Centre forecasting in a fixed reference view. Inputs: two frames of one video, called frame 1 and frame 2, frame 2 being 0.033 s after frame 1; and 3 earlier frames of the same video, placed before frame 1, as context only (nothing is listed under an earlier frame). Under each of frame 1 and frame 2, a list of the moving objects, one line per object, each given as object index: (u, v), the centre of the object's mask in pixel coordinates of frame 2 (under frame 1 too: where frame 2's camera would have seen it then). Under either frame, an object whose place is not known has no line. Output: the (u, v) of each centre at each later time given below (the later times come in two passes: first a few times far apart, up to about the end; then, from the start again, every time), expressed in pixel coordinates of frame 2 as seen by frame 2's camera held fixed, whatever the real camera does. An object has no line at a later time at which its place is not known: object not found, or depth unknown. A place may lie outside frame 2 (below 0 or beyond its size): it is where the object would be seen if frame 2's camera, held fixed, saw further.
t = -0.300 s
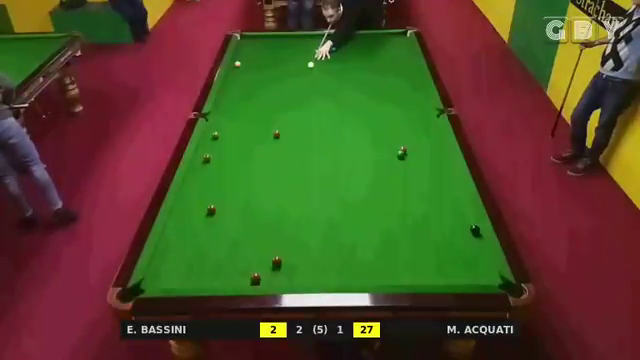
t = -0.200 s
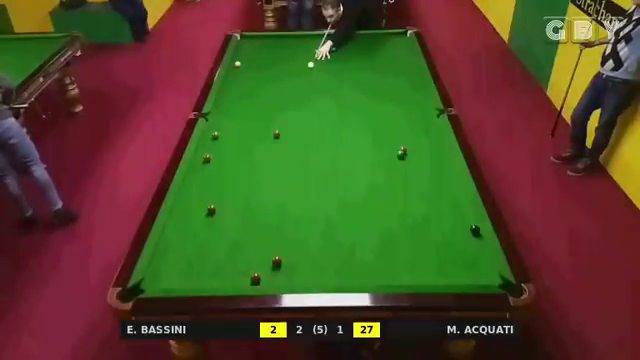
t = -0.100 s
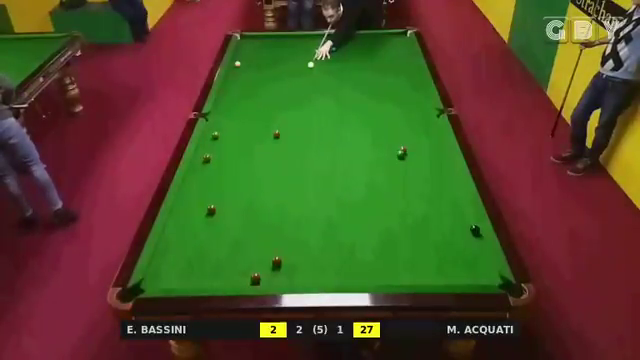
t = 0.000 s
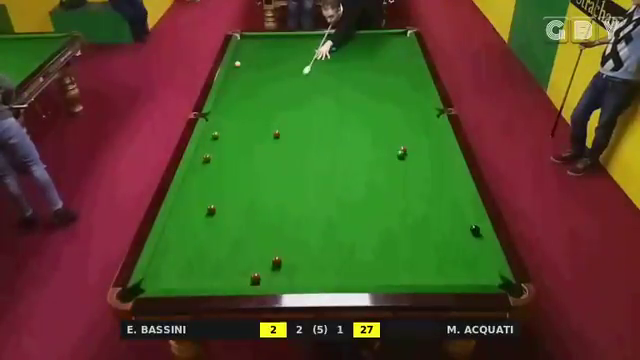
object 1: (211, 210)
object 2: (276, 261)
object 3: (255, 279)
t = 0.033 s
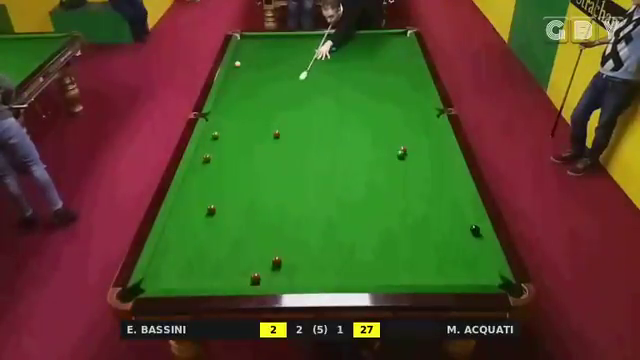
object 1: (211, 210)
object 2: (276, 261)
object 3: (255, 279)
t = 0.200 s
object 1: (211, 210)
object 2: (276, 261)
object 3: (255, 279)
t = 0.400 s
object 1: (211, 210)
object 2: (276, 261)
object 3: (255, 279)
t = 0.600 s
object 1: (211, 210)
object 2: (276, 261)
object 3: (255, 279)
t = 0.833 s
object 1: (162, 249)
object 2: (276, 261)
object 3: (255, 279)
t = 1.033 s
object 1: (184, 276)
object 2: (276, 261)
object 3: (255, 279)
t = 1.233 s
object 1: (214, 273)
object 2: (276, 261)
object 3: (257, 280)
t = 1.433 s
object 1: (247, 254)
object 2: (277, 261)
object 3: (268, 268)
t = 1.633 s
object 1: (276, 237)
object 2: (288, 253)
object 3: (265, 260)
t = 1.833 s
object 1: (303, 222)
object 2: (297, 247)
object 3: (262, 253)
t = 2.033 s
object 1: (328, 209)
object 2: (306, 242)
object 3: (260, 247)
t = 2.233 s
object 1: (351, 196)
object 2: (313, 238)
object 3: (258, 240)
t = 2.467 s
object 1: (374, 183)
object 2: (322, 233)
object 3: (257, 234)
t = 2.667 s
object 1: (393, 173)
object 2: (327, 229)
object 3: (255, 230)
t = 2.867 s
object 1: (411, 164)
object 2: (333, 226)
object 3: (254, 226)
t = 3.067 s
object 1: (428, 155)
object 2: (338, 223)
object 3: (252, 223)
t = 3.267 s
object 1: (444, 147)
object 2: (342, 221)
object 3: (251, 220)
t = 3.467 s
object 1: (433, 141)
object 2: (346, 219)
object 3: (250, 218)
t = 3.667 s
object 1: (420, 135)
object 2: (348, 218)
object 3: (250, 216)
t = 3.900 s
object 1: (407, 129)
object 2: (351, 216)
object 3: (249, 214)
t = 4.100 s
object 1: (396, 125)
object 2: (353, 215)
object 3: (249, 214)
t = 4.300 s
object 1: (386, 121)
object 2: (354, 215)
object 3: (248, 214)
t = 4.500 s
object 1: (377, 116)
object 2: (354, 215)
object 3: (248, 213)
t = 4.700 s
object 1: (369, 112)
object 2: (354, 215)
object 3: (248, 213)
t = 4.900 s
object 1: (361, 109)
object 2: (354, 215)
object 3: (248, 213)
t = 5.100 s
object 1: (354, 105)
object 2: (354, 215)
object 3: (248, 213)
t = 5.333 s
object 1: (346, 102)
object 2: (354, 215)
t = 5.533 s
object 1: (341, 99)
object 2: (354, 215)
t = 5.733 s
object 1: (335, 96)
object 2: (354, 215)
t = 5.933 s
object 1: (329, 94)
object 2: (354, 215)
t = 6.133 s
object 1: (325, 92)
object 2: (354, 215)
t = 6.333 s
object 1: (320, 90)
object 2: (354, 215)
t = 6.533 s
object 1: (315, 88)
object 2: (354, 215)
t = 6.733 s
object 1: (312, 87)
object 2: (354, 215)
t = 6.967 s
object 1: (308, 85)
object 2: (354, 215)
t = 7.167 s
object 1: (305, 84)
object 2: (354, 215)
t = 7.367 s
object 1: (302, 83)
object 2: (354, 215)
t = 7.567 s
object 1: (300, 82)
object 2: (354, 215)
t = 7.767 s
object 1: (297, 81)
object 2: (354, 215)
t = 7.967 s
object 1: (296, 80)
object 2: (354, 215)
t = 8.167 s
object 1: (294, 80)
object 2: (354, 215)
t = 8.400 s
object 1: (293, 80)
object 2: (354, 215)
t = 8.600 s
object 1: (291, 79)
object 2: (354, 215)
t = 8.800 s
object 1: (291, 79)
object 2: (354, 215)
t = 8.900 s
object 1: (291, 79)
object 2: (354, 215)
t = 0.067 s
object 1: (211, 210)
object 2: (276, 261)
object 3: (255, 279)
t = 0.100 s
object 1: (211, 210)
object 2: (276, 261)
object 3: (255, 279)
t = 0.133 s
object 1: (211, 210)
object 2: (276, 261)
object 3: (255, 279)
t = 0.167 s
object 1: (211, 210)
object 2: (276, 261)
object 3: (255, 279)
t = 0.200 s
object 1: (211, 210)
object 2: (276, 261)
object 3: (255, 279)
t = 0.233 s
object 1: (211, 210)
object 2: (276, 261)
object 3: (255, 279)
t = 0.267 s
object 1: (211, 210)
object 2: (276, 261)
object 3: (255, 279)
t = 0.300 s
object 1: (211, 210)
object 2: (276, 261)
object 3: (255, 279)
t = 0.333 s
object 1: (211, 210)
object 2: (276, 261)
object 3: (255, 279)
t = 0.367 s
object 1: (211, 210)
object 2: (276, 261)
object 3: (255, 279)
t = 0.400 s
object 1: (211, 210)
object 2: (276, 261)
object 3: (255, 279)
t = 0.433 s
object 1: (211, 210)
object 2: (276, 261)
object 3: (255, 279)
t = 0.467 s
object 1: (211, 210)
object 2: (276, 261)
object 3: (255, 279)
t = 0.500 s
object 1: (211, 210)
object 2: (276, 261)
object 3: (255, 279)
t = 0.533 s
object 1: (211, 210)
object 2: (276, 261)
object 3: (255, 279)
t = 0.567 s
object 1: (211, 210)
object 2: (276, 261)
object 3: (255, 279)
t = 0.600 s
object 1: (211, 210)
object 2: (276, 261)
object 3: (255, 279)
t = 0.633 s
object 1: (211, 210)
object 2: (276, 261)
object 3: (255, 279)
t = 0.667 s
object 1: (208, 212)
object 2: (276, 261)
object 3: (255, 279)
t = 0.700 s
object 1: (197, 220)
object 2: (276, 261)
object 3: (255, 279)
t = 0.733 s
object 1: (187, 227)
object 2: (276, 261)
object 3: (255, 279)
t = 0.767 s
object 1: (177, 235)
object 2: (276, 261)
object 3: (255, 279)
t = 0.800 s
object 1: (166, 243)
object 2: (276, 261)
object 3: (255, 279)
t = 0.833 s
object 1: (162, 249)
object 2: (276, 261)
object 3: (255, 279)
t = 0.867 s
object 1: (166, 253)
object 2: (276, 261)
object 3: (255, 279)
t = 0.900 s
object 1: (170, 258)
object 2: (276, 261)
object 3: (255, 279)
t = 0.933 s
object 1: (174, 263)
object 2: (276, 261)
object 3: (255, 279)
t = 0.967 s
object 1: (177, 267)
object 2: (276, 261)
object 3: (255, 279)
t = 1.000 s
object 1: (180, 271)
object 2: (276, 261)
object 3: (255, 279)
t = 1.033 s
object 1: (184, 276)
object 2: (276, 261)
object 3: (255, 279)
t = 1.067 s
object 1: (187, 280)
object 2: (276, 261)
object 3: (255, 279)
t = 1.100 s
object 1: (191, 282)
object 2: (276, 261)
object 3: (255, 279)
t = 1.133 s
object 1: (196, 282)
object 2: (276, 261)
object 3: (255, 279)
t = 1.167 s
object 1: (203, 279)
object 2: (276, 261)
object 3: (255, 279)
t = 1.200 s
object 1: (209, 276)
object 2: (276, 261)
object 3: (255, 279)
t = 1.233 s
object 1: (214, 273)
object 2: (276, 261)
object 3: (257, 280)
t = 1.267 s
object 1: (220, 269)
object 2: (276, 261)
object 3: (259, 280)
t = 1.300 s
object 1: (225, 266)
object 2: (276, 261)
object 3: (262, 279)
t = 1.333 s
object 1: (231, 263)
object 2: (276, 261)
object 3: (263, 277)
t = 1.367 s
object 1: (236, 260)
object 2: (276, 261)
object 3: (265, 274)
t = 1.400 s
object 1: (242, 257)
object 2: (276, 261)
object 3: (267, 271)
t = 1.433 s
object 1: (247, 254)
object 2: (277, 261)
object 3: (268, 268)
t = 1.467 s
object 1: (252, 251)
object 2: (279, 259)
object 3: (267, 267)
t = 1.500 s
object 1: (257, 248)
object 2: (281, 258)
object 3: (267, 265)
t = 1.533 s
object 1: (262, 245)
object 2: (282, 257)
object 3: (266, 264)
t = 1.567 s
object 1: (267, 243)
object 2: (284, 256)
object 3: (266, 263)
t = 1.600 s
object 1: (272, 240)
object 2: (286, 254)
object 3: (265, 261)
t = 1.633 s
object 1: (276, 237)
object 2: (288, 253)
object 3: (265, 260)
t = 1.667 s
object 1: (281, 234)
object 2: (289, 252)
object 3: (264, 259)
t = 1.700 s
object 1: (286, 232)
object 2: (291, 251)
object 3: (264, 258)
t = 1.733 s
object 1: (290, 230)
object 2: (292, 250)
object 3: (264, 256)
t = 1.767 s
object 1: (295, 228)
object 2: (294, 249)
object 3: (263, 255)
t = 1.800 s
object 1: (299, 225)
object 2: (296, 248)
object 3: (263, 254)
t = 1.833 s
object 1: (303, 222)
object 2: (297, 247)
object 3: (262, 253)
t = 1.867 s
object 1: (308, 219)
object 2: (299, 246)
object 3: (262, 252)
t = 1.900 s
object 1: (312, 217)
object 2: (300, 245)
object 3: (261, 251)
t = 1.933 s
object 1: (316, 215)
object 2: (301, 245)
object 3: (261, 250)
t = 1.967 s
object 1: (320, 213)
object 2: (303, 244)
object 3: (261, 248)
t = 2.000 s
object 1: (324, 211)
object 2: (304, 243)
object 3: (260, 247)
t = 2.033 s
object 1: (328, 209)
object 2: (306, 242)
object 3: (260, 247)
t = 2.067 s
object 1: (332, 206)
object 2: (307, 241)
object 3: (260, 245)
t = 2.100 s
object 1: (336, 204)
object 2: (308, 241)
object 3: (259, 244)
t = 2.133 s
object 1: (339, 202)
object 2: (309, 240)
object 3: (259, 243)
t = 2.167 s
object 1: (343, 200)
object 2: (311, 239)
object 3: (259, 242)
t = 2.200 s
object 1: (347, 198)
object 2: (312, 238)
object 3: (258, 241)
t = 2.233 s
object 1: (351, 196)
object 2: (313, 238)
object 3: (258, 240)
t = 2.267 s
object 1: (354, 194)
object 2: (315, 236)
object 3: (258, 239)
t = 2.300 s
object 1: (357, 192)
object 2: (316, 236)
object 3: (258, 238)
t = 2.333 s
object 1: (361, 190)
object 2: (317, 235)
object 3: (257, 238)
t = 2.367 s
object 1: (364, 189)
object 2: (318, 235)
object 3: (257, 237)
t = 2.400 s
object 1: (368, 186)
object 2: (319, 234)
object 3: (257, 236)
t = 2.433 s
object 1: (371, 185)
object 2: (320, 233)
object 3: (257, 235)
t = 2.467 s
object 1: (374, 183)
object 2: (322, 233)
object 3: (257, 234)
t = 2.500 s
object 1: (378, 181)
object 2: (323, 232)
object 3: (256, 233)
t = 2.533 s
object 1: (381, 180)
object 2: (324, 232)
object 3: (256, 233)
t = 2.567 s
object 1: (384, 178)
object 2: (325, 231)
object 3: (256, 232)
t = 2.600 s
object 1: (387, 176)
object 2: (326, 230)
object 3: (256, 231)
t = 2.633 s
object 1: (391, 175)
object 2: (326, 229)
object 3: (255, 231)
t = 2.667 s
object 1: (393, 173)
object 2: (327, 229)
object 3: (255, 230)
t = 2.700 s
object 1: (396, 171)
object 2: (328, 229)
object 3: (254, 229)
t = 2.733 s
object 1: (400, 170)
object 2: (329, 228)
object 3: (254, 228)
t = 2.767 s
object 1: (403, 168)
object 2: (330, 227)
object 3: (254, 228)
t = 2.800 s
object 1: (406, 167)
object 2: (331, 227)
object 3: (254, 227)
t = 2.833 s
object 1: (409, 165)
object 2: (332, 227)
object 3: (254, 226)
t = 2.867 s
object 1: (411, 164)
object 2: (333, 226)
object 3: (254, 226)
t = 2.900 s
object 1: (414, 163)
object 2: (334, 225)
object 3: (254, 225)
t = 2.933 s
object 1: (418, 160)
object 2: (334, 225)
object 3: (253, 224)
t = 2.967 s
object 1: (420, 159)
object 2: (335, 225)
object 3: (253, 224)
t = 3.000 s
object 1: (422, 158)
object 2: (336, 224)
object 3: (253, 223)
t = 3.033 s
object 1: (426, 156)
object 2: (337, 224)
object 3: (252, 223)
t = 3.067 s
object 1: (428, 155)
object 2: (338, 223)
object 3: (252, 223)
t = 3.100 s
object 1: (431, 153)
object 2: (339, 223)
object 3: (252, 222)
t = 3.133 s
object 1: (434, 152)
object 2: (339, 222)
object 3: (252, 222)
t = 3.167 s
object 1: (436, 151)
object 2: (340, 222)
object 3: (252, 221)
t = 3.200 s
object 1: (439, 149)
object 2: (341, 222)
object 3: (252, 220)
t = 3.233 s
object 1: (442, 148)
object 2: (341, 221)
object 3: (252, 220)
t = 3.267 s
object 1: (444, 147)
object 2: (342, 221)
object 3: (251, 220)
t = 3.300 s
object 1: (444, 146)
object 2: (343, 221)
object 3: (251, 219)
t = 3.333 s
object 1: (441, 144)
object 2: (343, 220)
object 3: (251, 219)
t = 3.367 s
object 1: (439, 144)
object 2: (344, 220)
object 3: (251, 218)
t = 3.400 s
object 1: (437, 142)
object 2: (345, 220)
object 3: (251, 218)
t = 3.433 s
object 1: (435, 142)
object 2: (345, 220)
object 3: (250, 218)
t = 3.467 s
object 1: (433, 141)
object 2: (346, 219)
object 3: (250, 218)
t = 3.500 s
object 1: (430, 139)
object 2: (346, 219)
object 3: (250, 217)
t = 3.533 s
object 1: (429, 139)
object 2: (347, 219)
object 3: (250, 217)
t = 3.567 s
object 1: (426, 138)
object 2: (347, 218)
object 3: (250, 217)
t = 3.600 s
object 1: (424, 137)
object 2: (348, 218)
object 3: (250, 216)
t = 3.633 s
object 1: (422, 136)
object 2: (348, 218)
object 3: (250, 216)
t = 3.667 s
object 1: (420, 135)
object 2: (348, 218)
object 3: (250, 216)
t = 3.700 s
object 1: (418, 134)
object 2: (349, 217)
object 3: (249, 216)
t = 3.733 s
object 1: (416, 134)
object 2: (349, 217)
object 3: (249, 215)
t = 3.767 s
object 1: (414, 133)
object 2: (350, 217)
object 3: (249, 215)
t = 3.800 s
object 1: (413, 132)
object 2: (350, 217)
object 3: (249, 215)
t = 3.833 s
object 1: (411, 131)
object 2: (350, 217)
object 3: (249, 215)
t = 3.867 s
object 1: (409, 131)
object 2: (351, 216)
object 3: (249, 214)
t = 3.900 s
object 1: (407, 129)
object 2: (351, 216)
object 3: (249, 214)
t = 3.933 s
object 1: (405, 129)
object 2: (352, 216)
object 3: (249, 214)
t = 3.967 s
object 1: (403, 128)
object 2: (352, 216)
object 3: (249, 214)
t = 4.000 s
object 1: (401, 127)
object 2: (352, 216)
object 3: (249, 214)
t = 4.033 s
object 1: (400, 127)
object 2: (352, 216)
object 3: (249, 214)
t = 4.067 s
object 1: (398, 126)
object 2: (353, 216)
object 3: (249, 214)
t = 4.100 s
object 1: (396, 125)
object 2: (353, 215)
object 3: (249, 214)
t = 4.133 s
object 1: (394, 124)
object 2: (353, 215)
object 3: (249, 213)
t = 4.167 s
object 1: (392, 123)
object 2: (353, 215)
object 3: (248, 213)
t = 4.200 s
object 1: (391, 123)
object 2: (354, 215)
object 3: (249, 214)
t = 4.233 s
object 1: (390, 122)
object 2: (354, 215)
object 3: (248, 213)
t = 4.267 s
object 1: (388, 121)
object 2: (354, 215)
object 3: (248, 214)
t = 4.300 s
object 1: (386, 121)
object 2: (354, 215)
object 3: (248, 214)
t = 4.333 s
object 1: (385, 120)
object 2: (354, 215)
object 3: (248, 213)
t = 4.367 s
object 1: (383, 119)
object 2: (354, 215)
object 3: (248, 213)
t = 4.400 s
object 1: (382, 118)
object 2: (354, 215)
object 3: (248, 213)
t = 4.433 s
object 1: (380, 118)
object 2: (354, 215)
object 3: (248, 213)
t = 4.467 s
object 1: (379, 117)
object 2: (354, 215)
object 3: (248, 213)
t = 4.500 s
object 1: (377, 116)
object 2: (354, 215)
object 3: (248, 213)
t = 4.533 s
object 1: (376, 115)
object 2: (354, 215)
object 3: (248, 213)
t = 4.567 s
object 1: (374, 115)
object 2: (354, 215)
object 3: (248, 213)
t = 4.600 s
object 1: (373, 114)
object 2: (354, 215)
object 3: (248, 213)
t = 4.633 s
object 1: (372, 114)
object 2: (354, 215)
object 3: (248, 213)
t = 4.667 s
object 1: (370, 113)
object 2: (354, 215)
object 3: (248, 213)
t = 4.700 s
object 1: (369, 112)
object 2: (354, 215)
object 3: (248, 213)
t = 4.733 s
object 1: (367, 111)
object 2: (354, 215)
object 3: (248, 213)
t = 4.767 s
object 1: (366, 111)
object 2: (354, 215)
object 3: (248, 213)
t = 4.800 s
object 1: (365, 110)
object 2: (354, 215)
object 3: (248, 213)
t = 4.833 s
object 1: (364, 110)
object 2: (354, 215)
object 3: (248, 213)
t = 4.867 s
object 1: (362, 109)
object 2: (354, 215)
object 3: (248, 213)
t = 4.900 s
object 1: (361, 109)
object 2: (354, 215)
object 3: (248, 213)
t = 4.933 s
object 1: (360, 108)
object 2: (354, 215)
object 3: (248, 213)
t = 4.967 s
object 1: (359, 108)
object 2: (354, 215)
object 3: (248, 213)
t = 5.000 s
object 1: (357, 107)
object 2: (354, 215)
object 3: (248, 213)
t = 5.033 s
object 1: (356, 107)
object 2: (354, 215)
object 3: (248, 213)
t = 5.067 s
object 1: (355, 106)
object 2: (354, 215)
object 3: (248, 213)
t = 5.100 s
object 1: (354, 105)
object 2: (354, 215)
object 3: (248, 213)
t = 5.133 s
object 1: (353, 105)
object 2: (354, 215)
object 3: (248, 213)
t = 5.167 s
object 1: (352, 105)
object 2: (354, 215)
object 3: (248, 213)
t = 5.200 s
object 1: (351, 104)
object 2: (354, 215)
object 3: (248, 213)
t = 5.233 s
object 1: (350, 104)
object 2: (354, 215)
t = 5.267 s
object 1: (349, 103)
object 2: (354, 215)
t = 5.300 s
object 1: (348, 103)
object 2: (354, 215)
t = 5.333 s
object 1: (346, 102)
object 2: (354, 215)
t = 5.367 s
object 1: (345, 102)
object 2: (354, 215)
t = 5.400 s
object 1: (344, 101)
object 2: (354, 215)
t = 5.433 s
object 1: (343, 100)
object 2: (354, 215)
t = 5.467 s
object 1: (342, 100)
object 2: (354, 215)
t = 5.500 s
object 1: (341, 100)
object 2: (354, 215)
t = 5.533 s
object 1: (341, 99)
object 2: (354, 215)
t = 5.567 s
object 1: (340, 98)
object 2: (354, 215)
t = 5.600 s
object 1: (338, 98)
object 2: (354, 215)
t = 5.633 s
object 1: (338, 98)
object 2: (354, 215)
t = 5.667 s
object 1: (336, 97)
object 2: (354, 215)
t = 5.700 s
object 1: (336, 97)
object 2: (354, 215)
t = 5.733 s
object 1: (335, 96)
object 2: (354, 215)
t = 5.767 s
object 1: (334, 96)
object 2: (354, 215)
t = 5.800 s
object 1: (333, 96)
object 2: (354, 215)
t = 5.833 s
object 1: (332, 95)
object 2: (354, 215)
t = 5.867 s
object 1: (332, 95)
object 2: (354, 215)
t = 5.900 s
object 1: (330, 95)
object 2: (354, 215)
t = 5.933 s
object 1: (329, 94)
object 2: (354, 215)
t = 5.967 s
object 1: (329, 93)
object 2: (354, 215)
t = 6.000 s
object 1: (328, 93)
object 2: (354, 215)
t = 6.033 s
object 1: (327, 93)
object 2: (354, 215)
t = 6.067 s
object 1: (326, 93)
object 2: (354, 215)
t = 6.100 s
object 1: (325, 92)
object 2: (354, 215)
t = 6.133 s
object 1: (325, 92)
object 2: (354, 215)
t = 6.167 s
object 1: (324, 92)
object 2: (354, 215)
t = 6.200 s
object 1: (323, 91)
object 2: (354, 215)
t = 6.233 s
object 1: (322, 91)
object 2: (354, 215)
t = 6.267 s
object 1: (321, 91)
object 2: (354, 215)
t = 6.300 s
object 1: (321, 90)
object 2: (354, 215)
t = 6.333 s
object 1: (320, 90)
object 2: (354, 215)
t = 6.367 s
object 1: (319, 90)
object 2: (354, 215)
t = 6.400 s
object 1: (318, 89)
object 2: (354, 215)
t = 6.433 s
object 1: (318, 89)
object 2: (354, 215)
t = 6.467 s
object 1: (317, 89)
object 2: (354, 215)
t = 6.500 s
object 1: (316, 89)
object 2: (354, 215)
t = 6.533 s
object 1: (315, 88)
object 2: (354, 215)
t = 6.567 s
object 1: (315, 88)
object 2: (354, 215)
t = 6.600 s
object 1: (314, 88)
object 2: (354, 215)
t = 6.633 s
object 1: (314, 88)
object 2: (354, 215)
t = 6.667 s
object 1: (313, 87)
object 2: (354, 215)
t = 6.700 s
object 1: (312, 87)
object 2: (354, 215)
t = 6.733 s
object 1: (312, 87)
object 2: (354, 215)
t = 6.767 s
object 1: (311, 87)
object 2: (354, 215)
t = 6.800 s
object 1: (310, 86)
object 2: (354, 215)
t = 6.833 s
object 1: (310, 86)
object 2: (354, 215)
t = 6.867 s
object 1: (309, 86)
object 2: (354, 215)
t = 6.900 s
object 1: (309, 86)
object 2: (354, 215)
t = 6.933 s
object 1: (308, 85)
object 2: (354, 215)
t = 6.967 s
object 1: (308, 85)
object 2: (354, 215)
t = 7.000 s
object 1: (307, 85)
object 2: (354, 215)
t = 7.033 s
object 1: (307, 85)
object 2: (354, 215)
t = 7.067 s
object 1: (306, 85)
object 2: (354, 215)
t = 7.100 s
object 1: (306, 84)
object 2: (354, 215)
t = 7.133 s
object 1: (305, 84)
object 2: (354, 215)
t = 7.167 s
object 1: (305, 84)
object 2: (354, 215)
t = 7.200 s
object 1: (304, 84)
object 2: (354, 215)
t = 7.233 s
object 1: (304, 84)
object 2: (354, 215)
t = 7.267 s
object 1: (303, 83)
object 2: (354, 215)
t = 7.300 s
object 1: (303, 83)
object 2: (354, 215)
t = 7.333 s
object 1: (302, 83)
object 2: (354, 215)
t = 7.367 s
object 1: (302, 83)
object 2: (354, 215)
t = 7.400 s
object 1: (301, 83)
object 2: (354, 215)
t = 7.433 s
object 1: (301, 82)
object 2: (354, 215)
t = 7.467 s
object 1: (301, 82)
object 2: (354, 215)
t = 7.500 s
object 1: (300, 82)
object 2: (354, 215)
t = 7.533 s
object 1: (300, 82)
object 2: (354, 215)
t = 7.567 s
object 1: (300, 82)
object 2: (354, 215)
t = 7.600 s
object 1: (299, 82)
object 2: (354, 215)
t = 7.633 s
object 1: (299, 81)
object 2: (354, 215)
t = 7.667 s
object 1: (298, 81)
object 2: (354, 215)
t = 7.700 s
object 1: (298, 81)
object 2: (354, 215)
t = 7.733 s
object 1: (298, 81)
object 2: (354, 215)
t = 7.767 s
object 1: (297, 81)
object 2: (354, 215)
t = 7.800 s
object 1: (297, 81)
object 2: (354, 215)
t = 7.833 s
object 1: (297, 81)
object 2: (354, 215)
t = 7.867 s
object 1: (296, 81)
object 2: (354, 215)
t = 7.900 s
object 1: (296, 81)
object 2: (354, 215)
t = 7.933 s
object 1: (296, 80)
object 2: (354, 215)
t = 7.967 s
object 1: (296, 80)
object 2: (354, 215)
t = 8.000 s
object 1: (295, 80)
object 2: (354, 215)
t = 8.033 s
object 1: (295, 80)
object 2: (354, 215)
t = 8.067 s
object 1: (295, 80)
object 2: (354, 215)
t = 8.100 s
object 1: (295, 80)
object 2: (354, 215)
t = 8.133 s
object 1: (294, 80)
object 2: (354, 215)
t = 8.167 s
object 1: (294, 80)
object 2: (354, 215)
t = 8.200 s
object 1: (294, 80)
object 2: (354, 215)
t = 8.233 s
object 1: (294, 80)
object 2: (354, 215)
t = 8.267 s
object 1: (293, 80)
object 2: (354, 215)
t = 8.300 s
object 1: (293, 80)
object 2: (354, 215)
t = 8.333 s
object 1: (293, 80)
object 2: (354, 215)
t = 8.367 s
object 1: (293, 80)
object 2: (354, 215)
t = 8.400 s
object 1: (293, 80)
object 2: (354, 215)
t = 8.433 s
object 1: (292, 80)
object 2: (354, 215)
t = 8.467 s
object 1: (292, 80)
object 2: (354, 215)
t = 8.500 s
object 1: (292, 80)
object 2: (354, 215)
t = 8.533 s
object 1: (292, 80)
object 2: (354, 215)
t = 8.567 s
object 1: (291, 79)
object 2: (354, 215)
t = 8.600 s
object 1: (291, 79)
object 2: (354, 215)
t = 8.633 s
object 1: (291, 79)
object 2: (354, 215)
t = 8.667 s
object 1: (291, 79)
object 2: (354, 215)
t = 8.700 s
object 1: (291, 79)
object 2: (354, 215)
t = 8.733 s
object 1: (291, 79)
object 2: (354, 215)
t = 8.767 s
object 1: (291, 79)
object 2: (354, 215)
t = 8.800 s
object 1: (291, 79)
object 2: (354, 215)
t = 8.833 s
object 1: (291, 79)
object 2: (354, 215)
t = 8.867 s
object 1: (291, 79)
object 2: (354, 215)
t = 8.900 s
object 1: (291, 79)
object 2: (354, 215)
